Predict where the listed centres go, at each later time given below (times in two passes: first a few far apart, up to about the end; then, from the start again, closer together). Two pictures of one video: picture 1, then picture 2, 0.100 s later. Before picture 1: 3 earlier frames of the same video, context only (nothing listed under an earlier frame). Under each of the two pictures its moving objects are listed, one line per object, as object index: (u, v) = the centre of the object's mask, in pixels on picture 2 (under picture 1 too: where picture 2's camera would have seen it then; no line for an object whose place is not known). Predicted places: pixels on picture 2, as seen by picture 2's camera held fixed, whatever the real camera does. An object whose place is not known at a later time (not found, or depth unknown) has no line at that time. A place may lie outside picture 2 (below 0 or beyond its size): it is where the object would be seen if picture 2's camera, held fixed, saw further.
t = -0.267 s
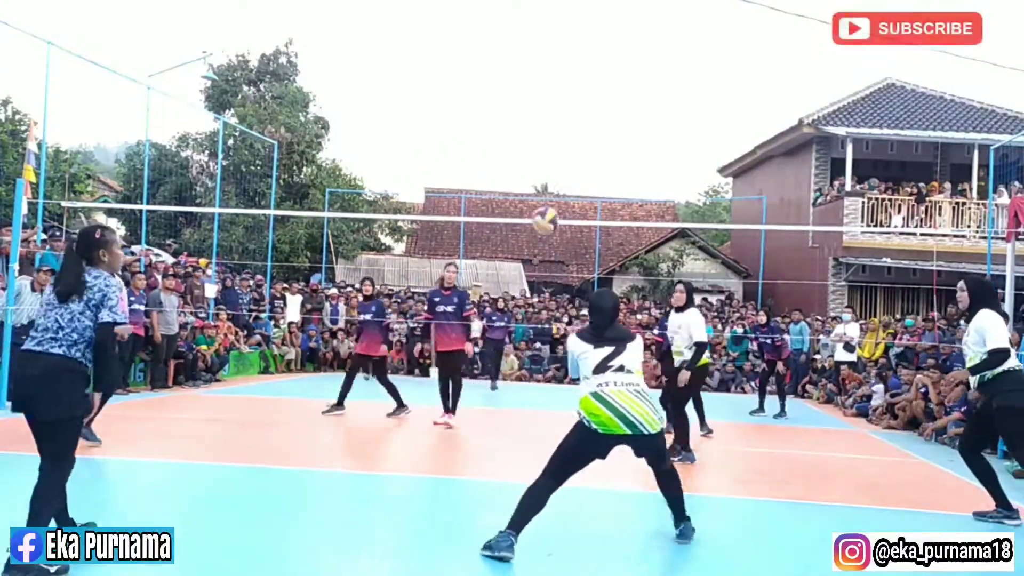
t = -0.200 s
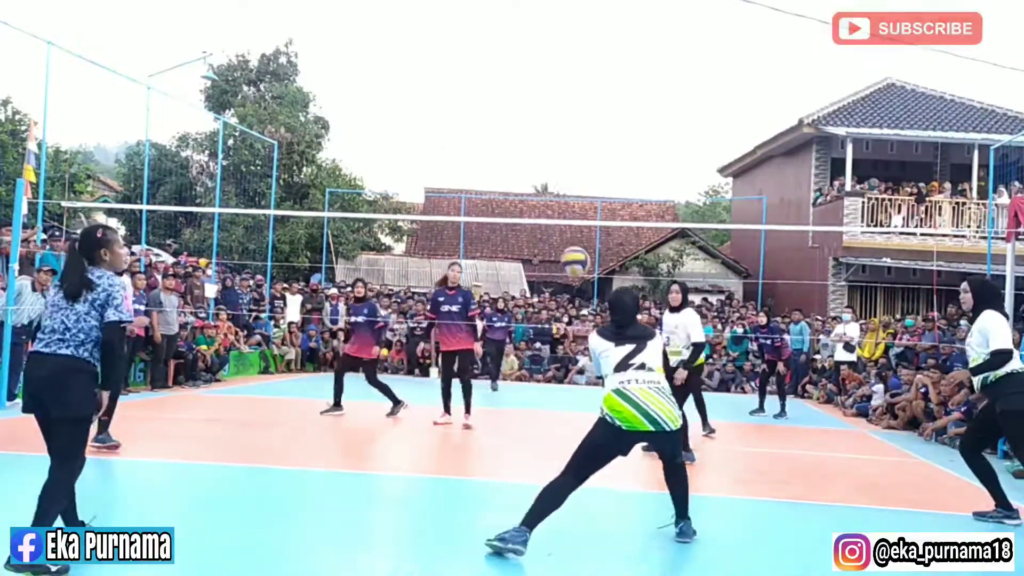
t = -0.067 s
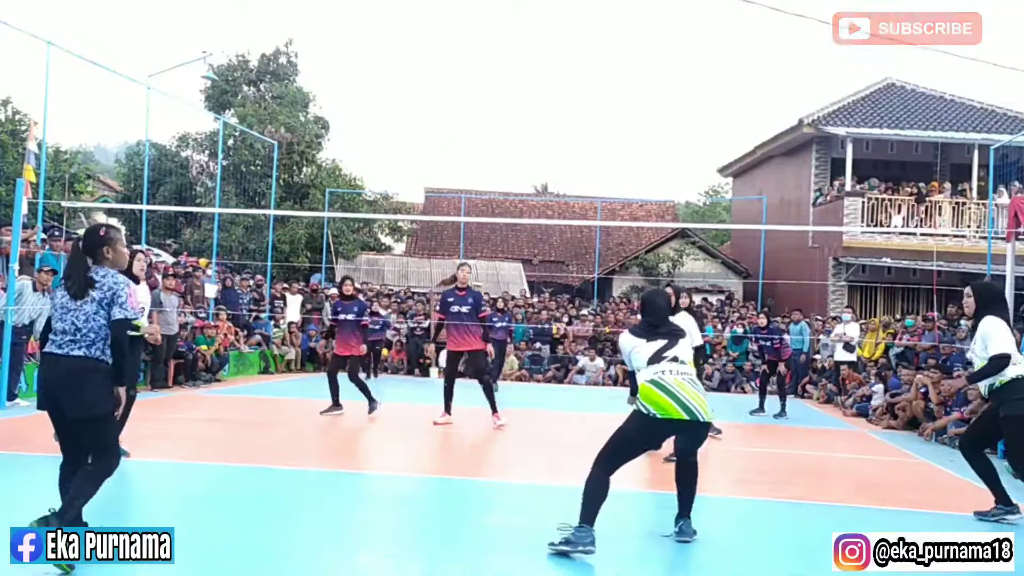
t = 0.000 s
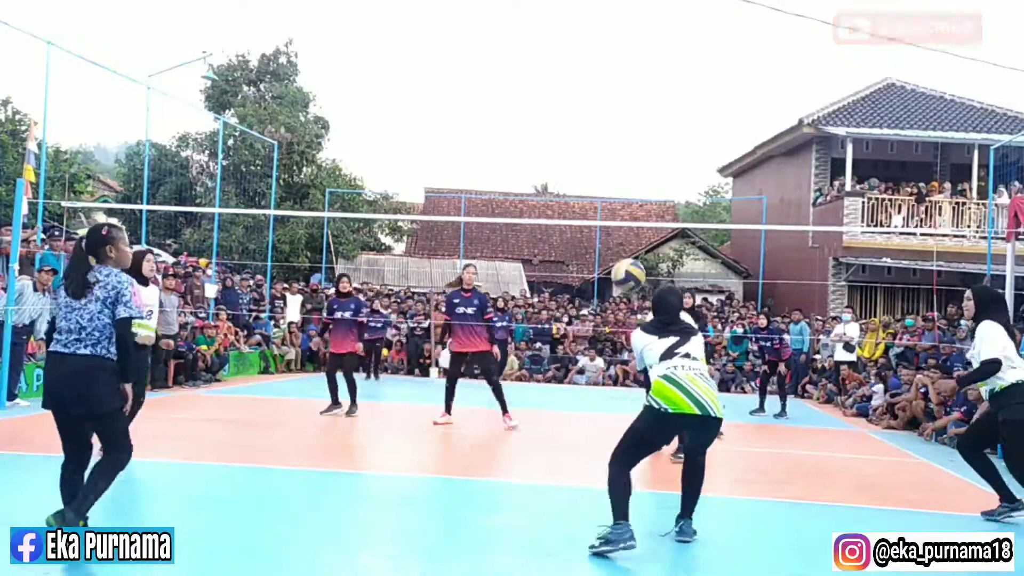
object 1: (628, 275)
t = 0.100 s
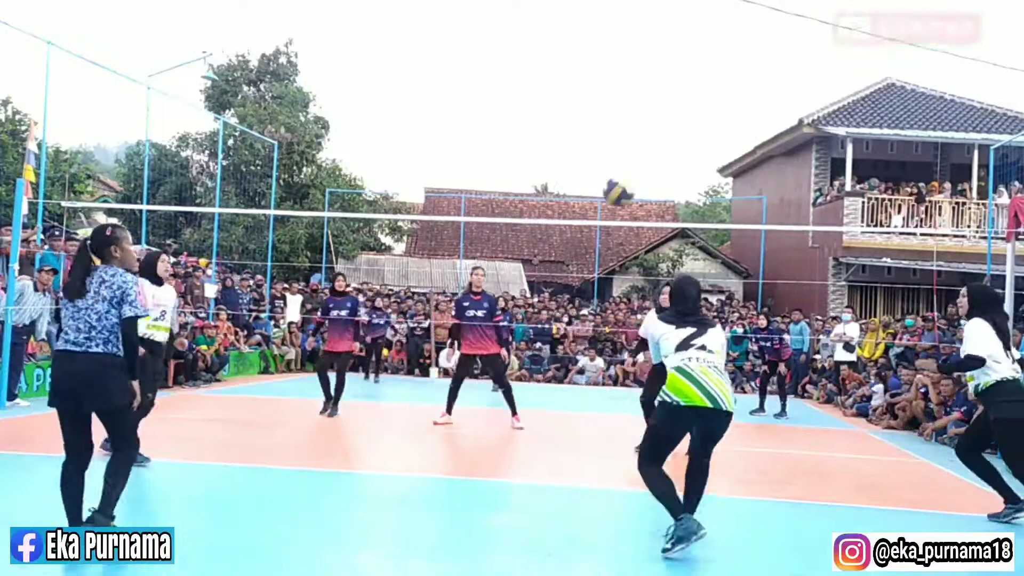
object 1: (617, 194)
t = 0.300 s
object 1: (600, 81)
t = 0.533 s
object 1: (577, 34)
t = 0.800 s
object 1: (552, 63)
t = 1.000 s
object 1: (534, 137)
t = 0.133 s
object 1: (615, 168)
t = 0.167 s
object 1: (612, 148)
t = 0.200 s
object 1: (609, 127)
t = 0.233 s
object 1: (605, 110)
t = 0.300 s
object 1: (600, 81)
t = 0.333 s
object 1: (596, 69)
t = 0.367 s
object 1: (594, 59)
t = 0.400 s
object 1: (590, 50)
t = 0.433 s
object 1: (587, 44)
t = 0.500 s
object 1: (581, 34)
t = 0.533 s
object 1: (577, 34)
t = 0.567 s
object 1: (575, 32)
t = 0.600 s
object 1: (572, 32)
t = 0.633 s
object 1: (567, 35)
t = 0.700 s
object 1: (563, 42)
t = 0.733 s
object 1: (560, 49)
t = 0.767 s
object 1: (556, 55)
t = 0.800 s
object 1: (552, 63)
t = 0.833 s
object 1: (548, 73)
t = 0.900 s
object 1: (544, 95)
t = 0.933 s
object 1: (539, 108)
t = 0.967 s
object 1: (538, 122)
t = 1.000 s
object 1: (534, 137)
